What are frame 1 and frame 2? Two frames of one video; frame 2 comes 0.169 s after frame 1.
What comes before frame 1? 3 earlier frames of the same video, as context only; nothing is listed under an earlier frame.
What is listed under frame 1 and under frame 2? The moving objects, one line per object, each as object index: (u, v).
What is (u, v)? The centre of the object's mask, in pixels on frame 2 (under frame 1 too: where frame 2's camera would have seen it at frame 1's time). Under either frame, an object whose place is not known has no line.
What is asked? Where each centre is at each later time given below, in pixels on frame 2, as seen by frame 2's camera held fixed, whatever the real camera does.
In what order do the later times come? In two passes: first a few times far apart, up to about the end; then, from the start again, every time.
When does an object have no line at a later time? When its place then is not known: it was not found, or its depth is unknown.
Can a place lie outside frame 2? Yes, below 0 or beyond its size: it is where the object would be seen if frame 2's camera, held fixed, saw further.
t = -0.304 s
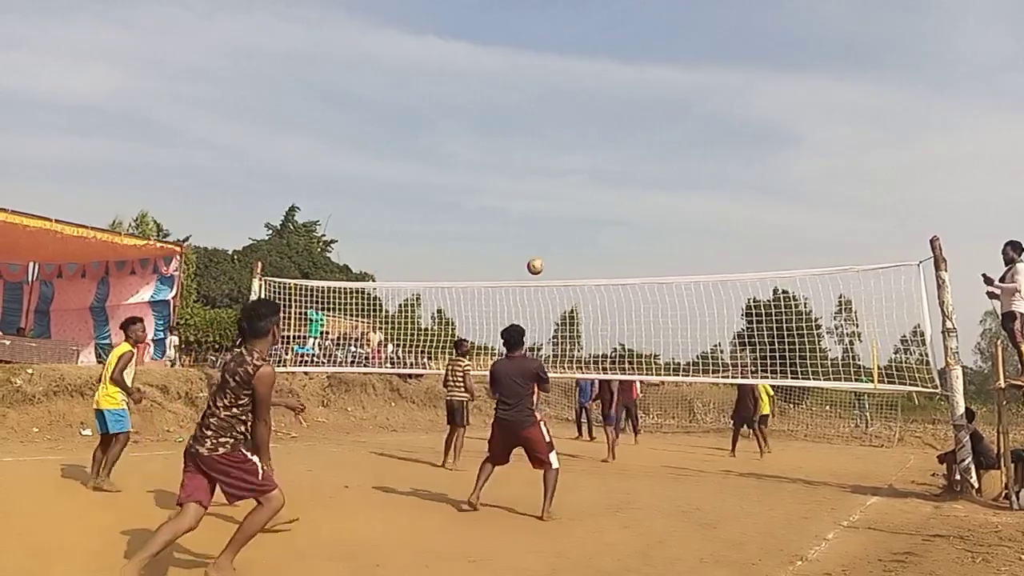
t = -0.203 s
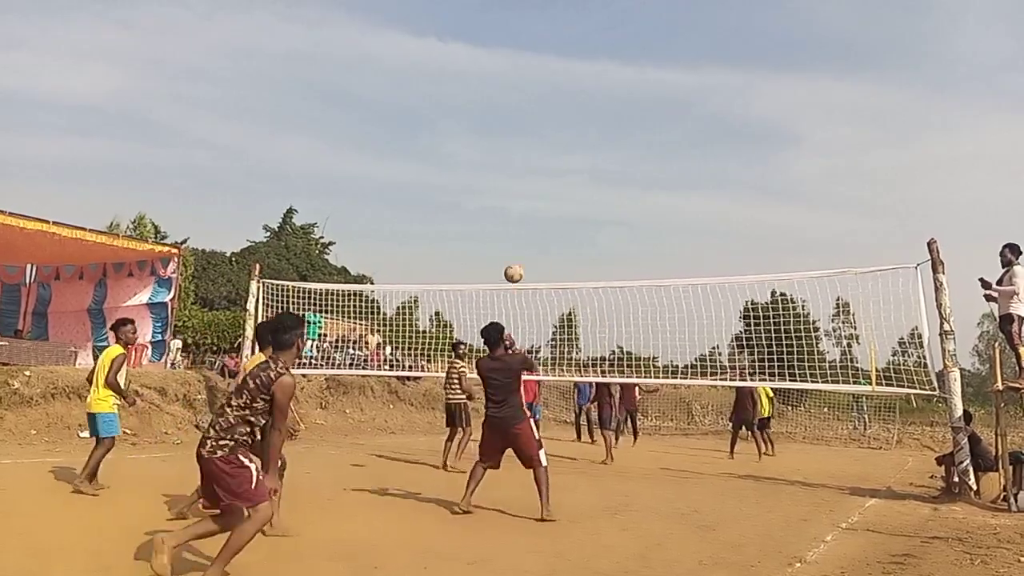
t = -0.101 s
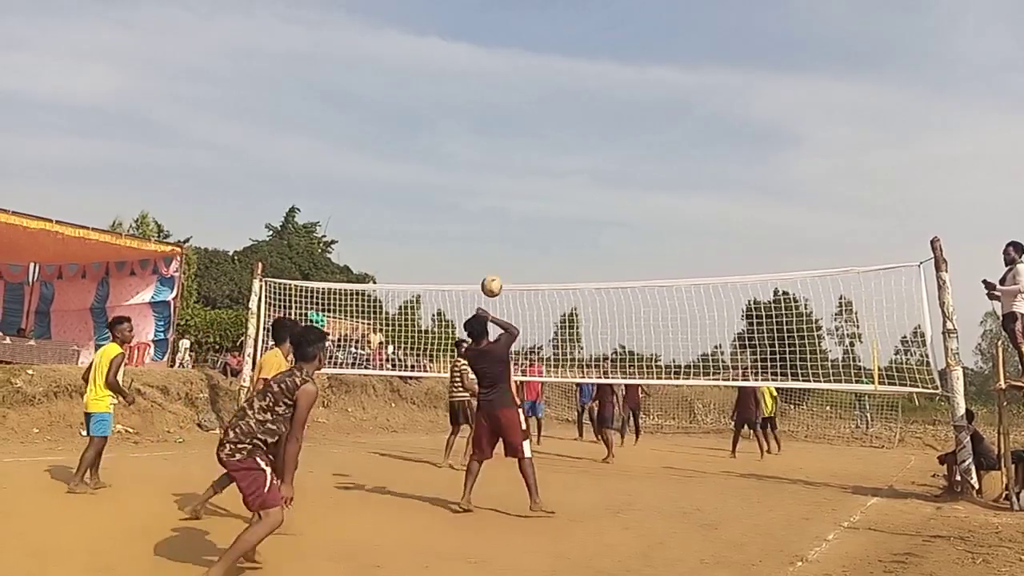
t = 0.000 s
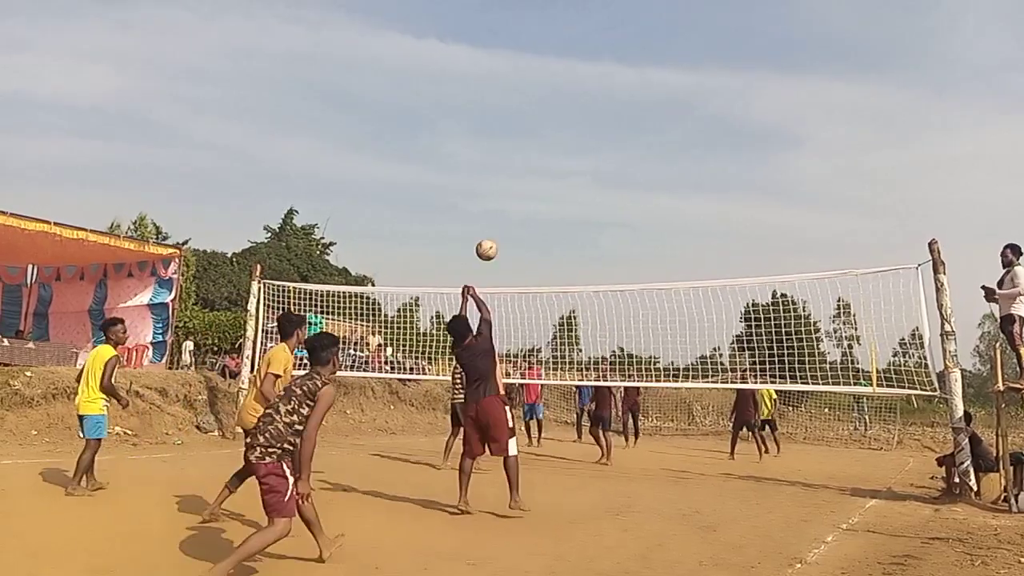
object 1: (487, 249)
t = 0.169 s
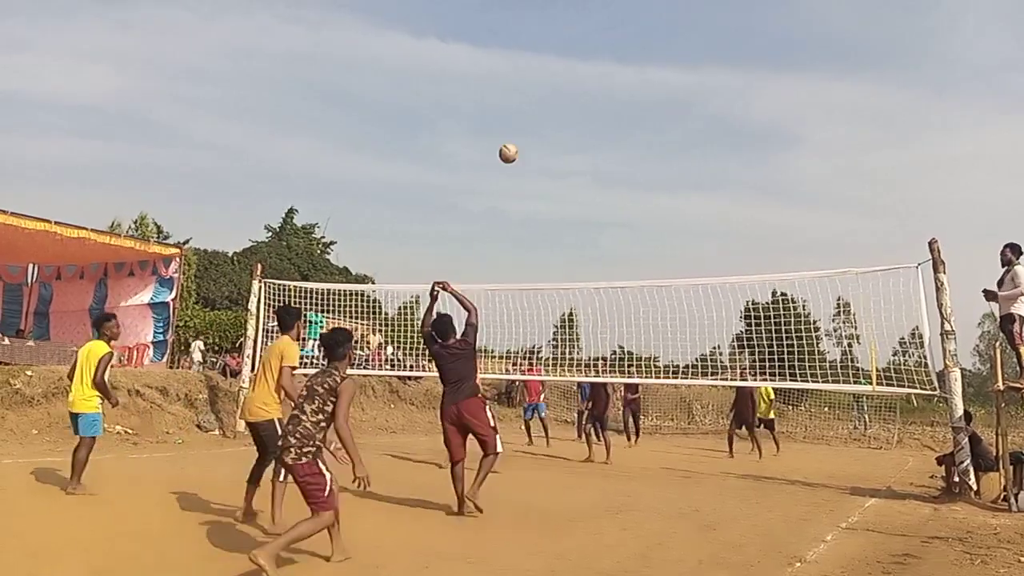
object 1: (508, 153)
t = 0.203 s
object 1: (512, 140)
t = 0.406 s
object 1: (529, 86)
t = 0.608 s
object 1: (545, 73)
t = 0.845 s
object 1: (560, 90)
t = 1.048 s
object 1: (570, 129)
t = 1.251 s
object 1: (579, 185)
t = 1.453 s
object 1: (588, 255)
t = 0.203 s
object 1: (512, 140)
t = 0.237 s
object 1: (515, 128)
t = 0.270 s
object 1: (519, 117)
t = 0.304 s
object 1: (522, 106)
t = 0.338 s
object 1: (524, 98)
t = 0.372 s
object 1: (527, 92)
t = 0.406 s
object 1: (529, 86)
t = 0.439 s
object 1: (532, 82)
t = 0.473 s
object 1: (536, 79)
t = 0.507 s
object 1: (538, 76)
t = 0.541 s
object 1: (541, 74)
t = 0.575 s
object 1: (543, 73)
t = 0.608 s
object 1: (545, 73)
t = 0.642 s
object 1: (547, 73)
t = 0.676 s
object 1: (549, 74)
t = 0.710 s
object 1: (551, 76)
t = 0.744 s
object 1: (554, 78)
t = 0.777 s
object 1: (556, 82)
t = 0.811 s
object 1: (558, 87)
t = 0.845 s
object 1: (560, 90)
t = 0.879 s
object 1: (562, 95)
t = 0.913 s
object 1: (563, 101)
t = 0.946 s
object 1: (565, 107)
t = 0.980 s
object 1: (566, 114)
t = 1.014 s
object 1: (568, 121)
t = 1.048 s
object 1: (570, 129)
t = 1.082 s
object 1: (572, 138)
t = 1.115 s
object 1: (573, 147)
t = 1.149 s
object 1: (575, 156)
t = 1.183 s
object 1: (576, 164)
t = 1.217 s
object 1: (578, 174)
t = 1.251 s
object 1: (579, 185)
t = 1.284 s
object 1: (580, 196)
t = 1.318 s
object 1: (581, 207)
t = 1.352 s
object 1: (583, 219)
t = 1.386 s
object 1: (584, 231)
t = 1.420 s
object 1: (586, 243)
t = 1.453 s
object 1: (588, 255)
